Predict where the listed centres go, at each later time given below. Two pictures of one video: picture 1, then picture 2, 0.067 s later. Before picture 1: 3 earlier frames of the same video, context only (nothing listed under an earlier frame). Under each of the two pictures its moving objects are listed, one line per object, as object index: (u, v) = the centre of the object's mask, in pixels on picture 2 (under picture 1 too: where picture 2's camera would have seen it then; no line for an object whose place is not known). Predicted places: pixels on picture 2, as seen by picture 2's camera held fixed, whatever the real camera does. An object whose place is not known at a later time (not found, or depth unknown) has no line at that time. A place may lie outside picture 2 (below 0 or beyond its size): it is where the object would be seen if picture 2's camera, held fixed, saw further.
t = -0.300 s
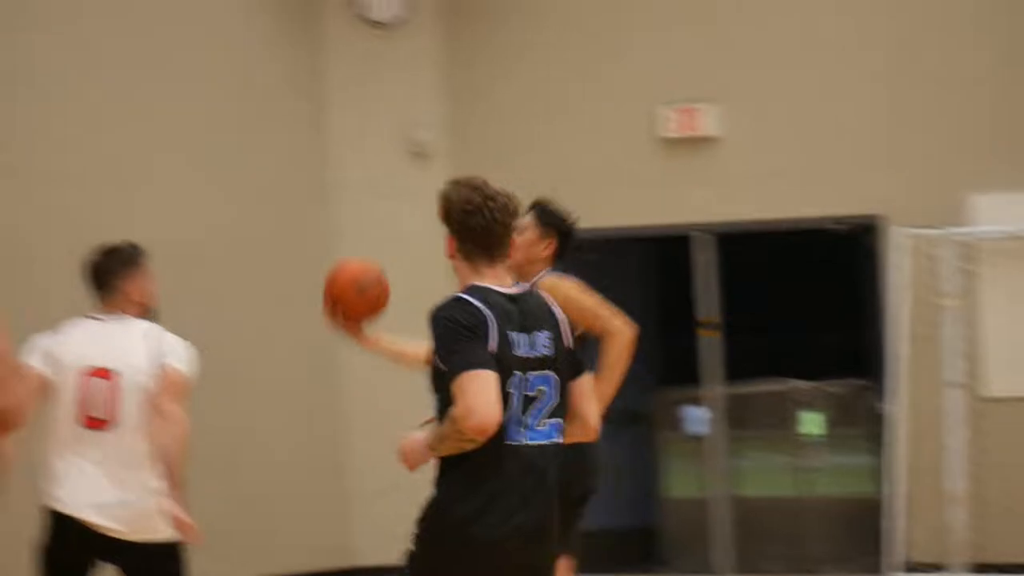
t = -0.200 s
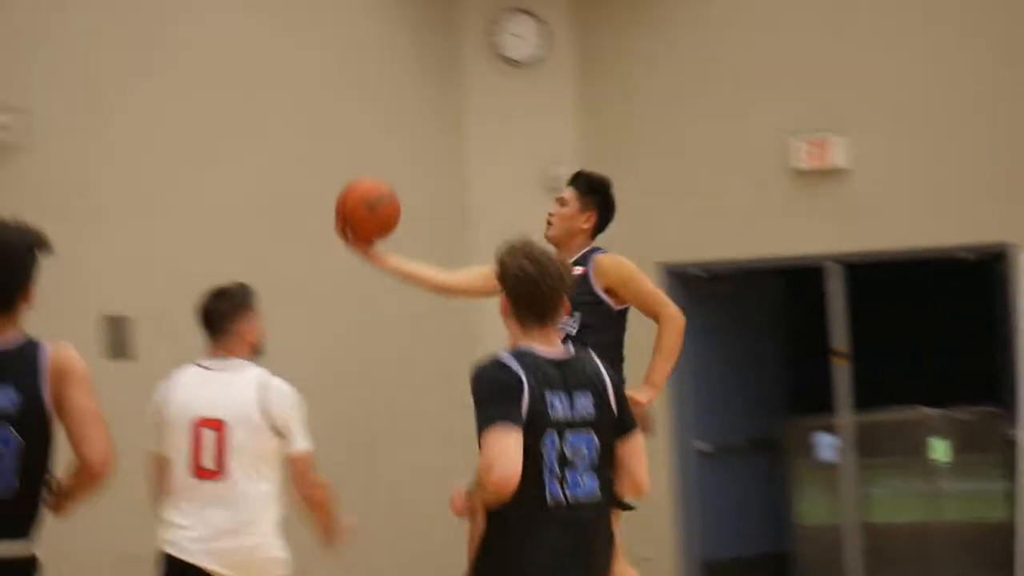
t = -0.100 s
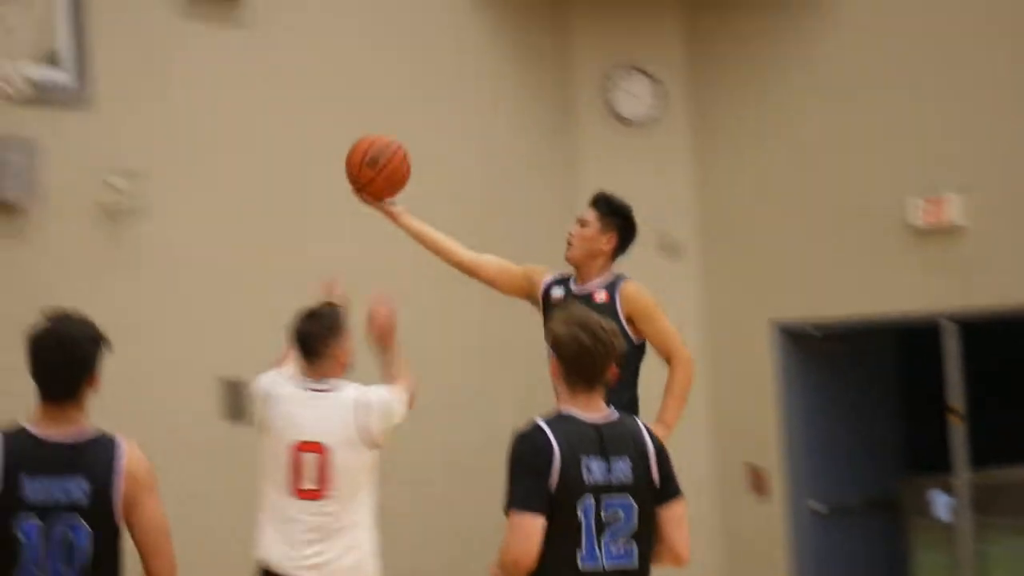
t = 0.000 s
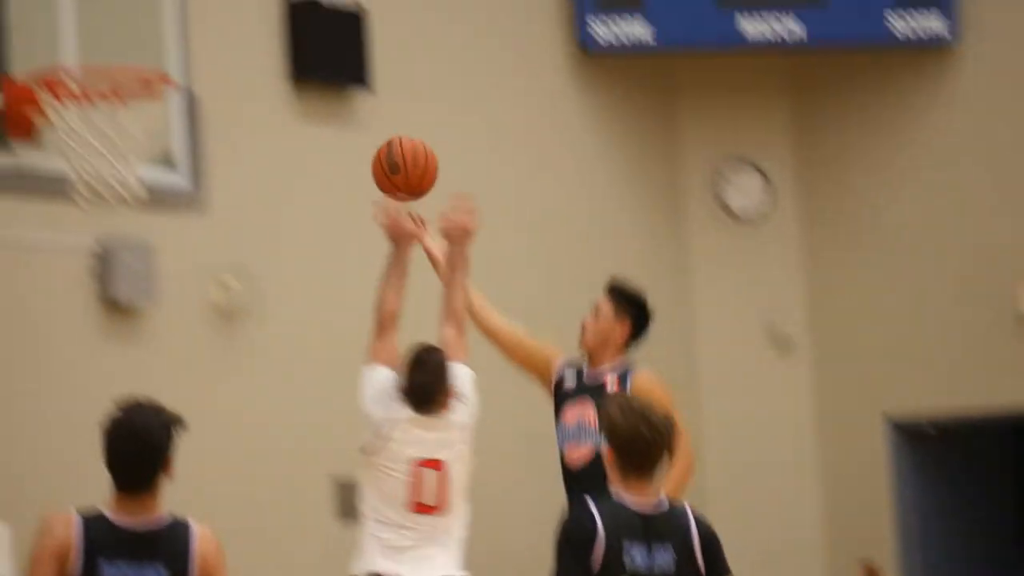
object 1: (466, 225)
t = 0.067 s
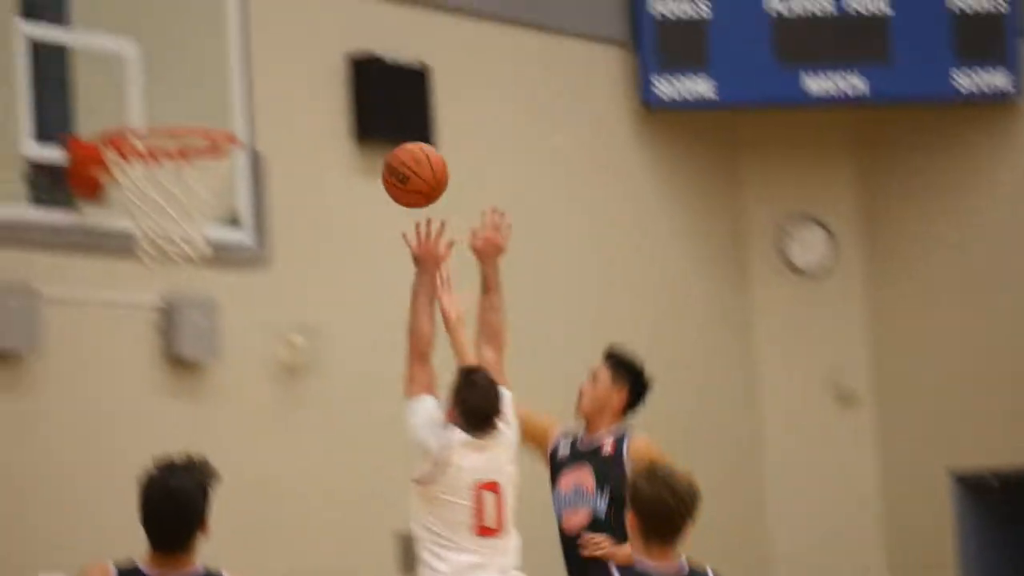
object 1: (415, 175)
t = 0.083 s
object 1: (402, 164)
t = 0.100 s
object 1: (389, 154)
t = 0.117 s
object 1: (376, 145)
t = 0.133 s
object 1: (363, 137)
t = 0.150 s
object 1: (351, 130)
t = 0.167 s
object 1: (338, 123)
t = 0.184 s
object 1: (324, 117)
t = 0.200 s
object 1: (311, 111)
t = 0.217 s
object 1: (298, 106)
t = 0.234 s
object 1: (285, 102)
